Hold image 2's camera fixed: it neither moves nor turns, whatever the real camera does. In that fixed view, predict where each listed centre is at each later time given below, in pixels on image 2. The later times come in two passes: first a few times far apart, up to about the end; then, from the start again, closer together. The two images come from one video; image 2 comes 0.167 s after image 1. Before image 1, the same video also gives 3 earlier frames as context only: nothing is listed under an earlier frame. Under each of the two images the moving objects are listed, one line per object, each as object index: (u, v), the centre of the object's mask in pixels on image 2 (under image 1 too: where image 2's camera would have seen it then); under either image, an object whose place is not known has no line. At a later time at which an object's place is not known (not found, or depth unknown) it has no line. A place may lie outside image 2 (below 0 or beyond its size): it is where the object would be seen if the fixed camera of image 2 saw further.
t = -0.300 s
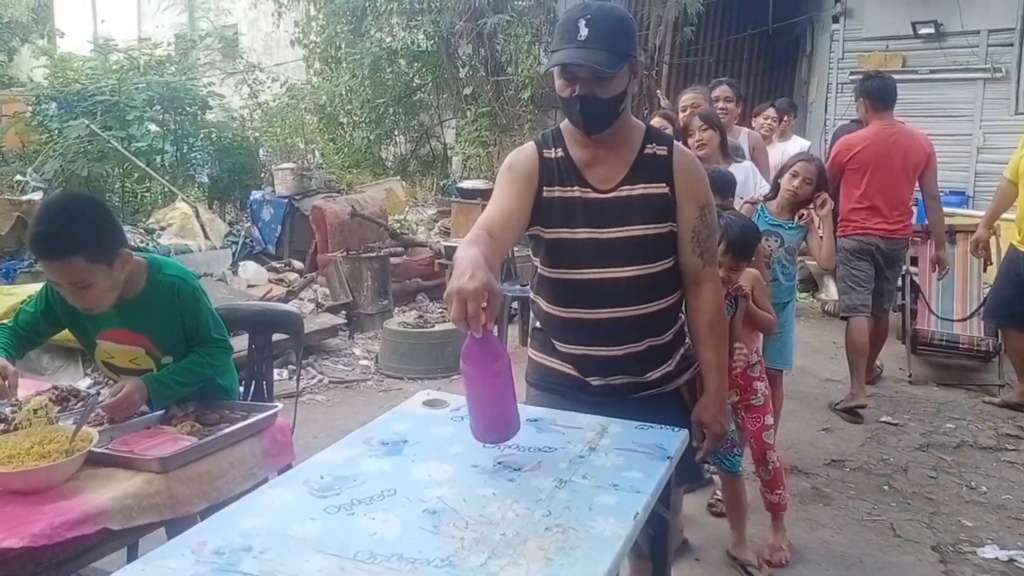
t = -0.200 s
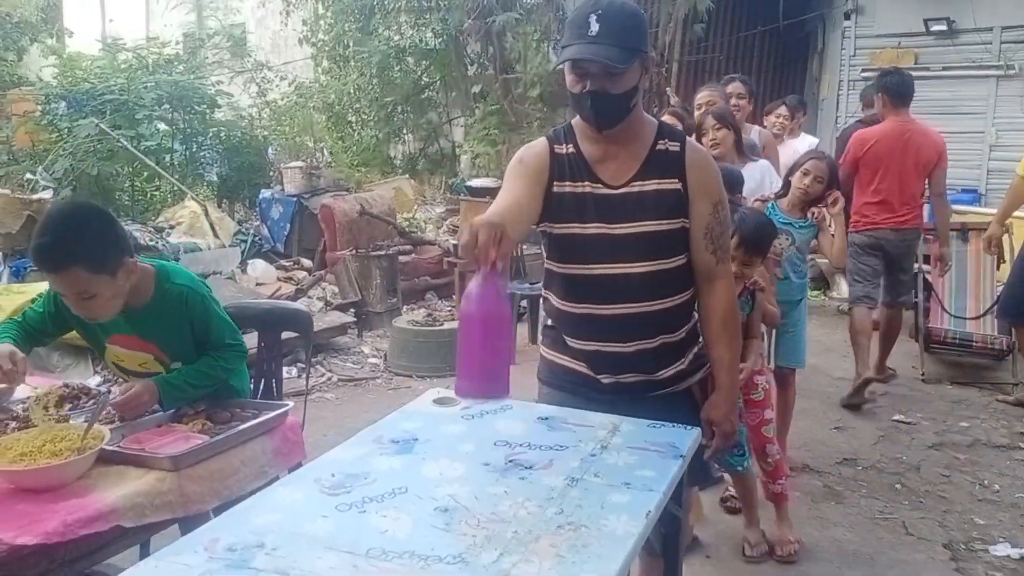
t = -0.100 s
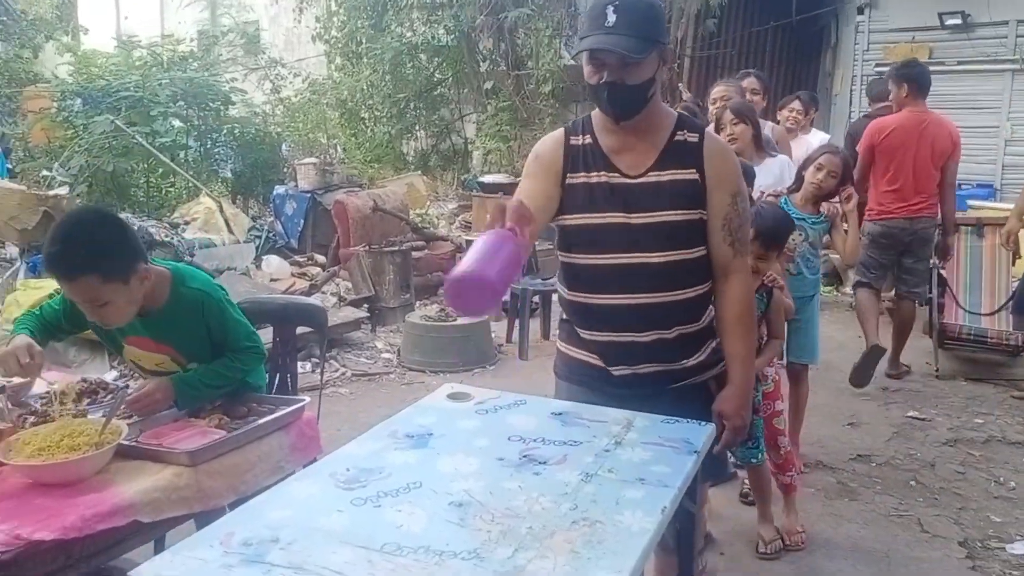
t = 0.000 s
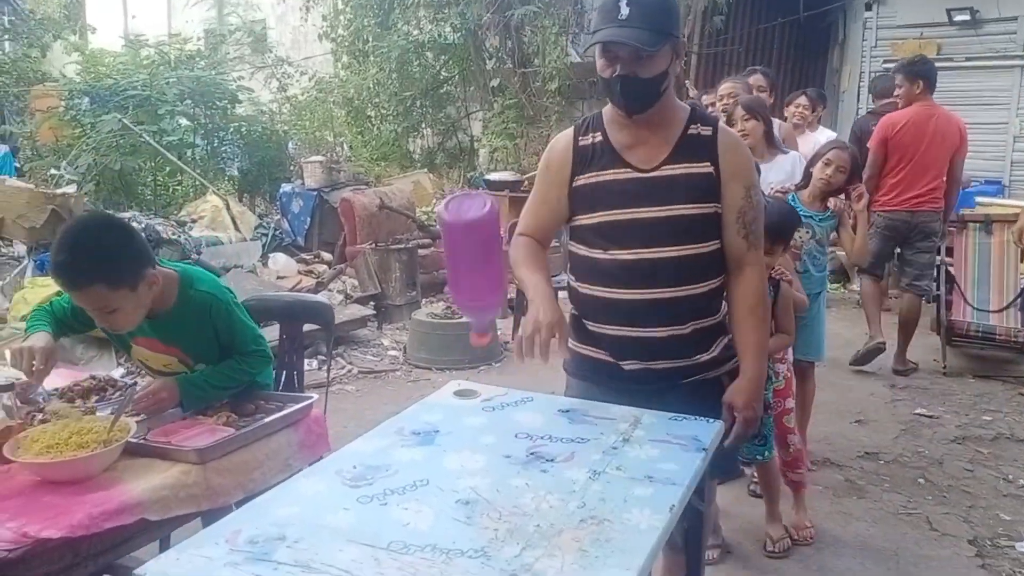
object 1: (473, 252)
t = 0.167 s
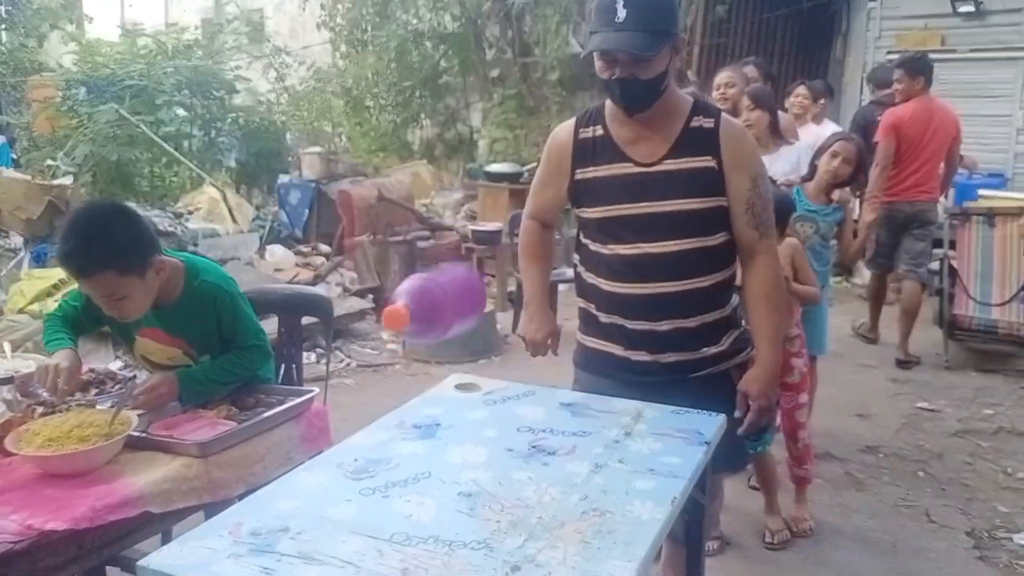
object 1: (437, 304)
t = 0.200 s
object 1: (430, 338)
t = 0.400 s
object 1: (395, 522)
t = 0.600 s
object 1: (395, 541)
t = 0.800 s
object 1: (408, 538)
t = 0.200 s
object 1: (430, 338)
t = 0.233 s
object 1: (423, 386)
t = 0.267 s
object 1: (416, 445)
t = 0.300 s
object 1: (412, 475)
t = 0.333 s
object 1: (407, 489)
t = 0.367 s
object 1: (401, 503)
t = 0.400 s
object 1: (395, 522)
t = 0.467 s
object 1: (395, 537)
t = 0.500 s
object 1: (391, 535)
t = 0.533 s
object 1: (390, 539)
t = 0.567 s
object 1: (392, 541)
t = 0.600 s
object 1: (395, 541)
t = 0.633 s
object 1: (398, 540)
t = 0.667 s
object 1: (401, 539)
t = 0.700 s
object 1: (403, 539)
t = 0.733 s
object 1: (405, 538)
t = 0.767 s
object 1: (406, 538)
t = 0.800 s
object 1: (408, 538)
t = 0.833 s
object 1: (410, 539)
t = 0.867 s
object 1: (412, 539)
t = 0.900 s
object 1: (413, 540)
